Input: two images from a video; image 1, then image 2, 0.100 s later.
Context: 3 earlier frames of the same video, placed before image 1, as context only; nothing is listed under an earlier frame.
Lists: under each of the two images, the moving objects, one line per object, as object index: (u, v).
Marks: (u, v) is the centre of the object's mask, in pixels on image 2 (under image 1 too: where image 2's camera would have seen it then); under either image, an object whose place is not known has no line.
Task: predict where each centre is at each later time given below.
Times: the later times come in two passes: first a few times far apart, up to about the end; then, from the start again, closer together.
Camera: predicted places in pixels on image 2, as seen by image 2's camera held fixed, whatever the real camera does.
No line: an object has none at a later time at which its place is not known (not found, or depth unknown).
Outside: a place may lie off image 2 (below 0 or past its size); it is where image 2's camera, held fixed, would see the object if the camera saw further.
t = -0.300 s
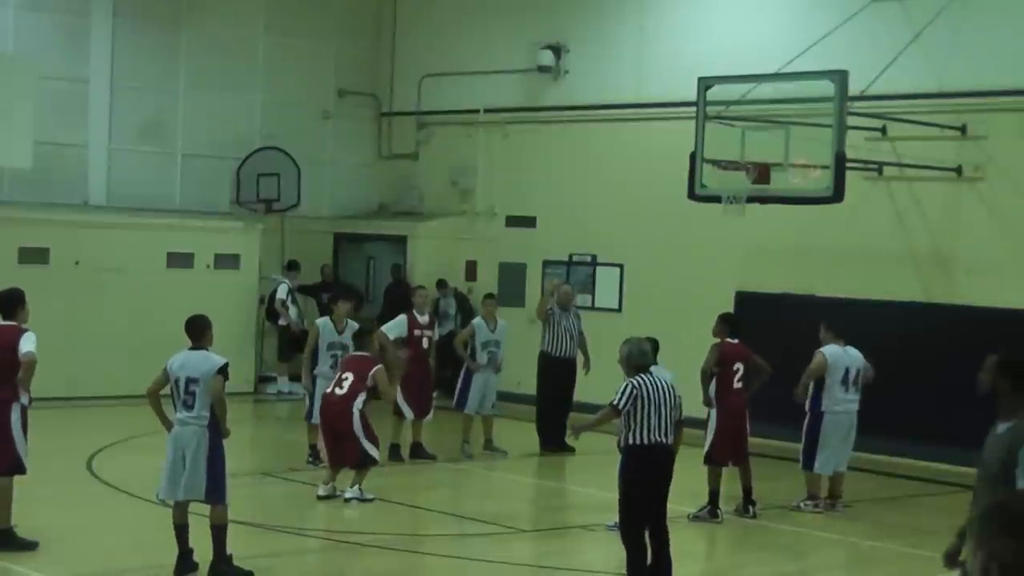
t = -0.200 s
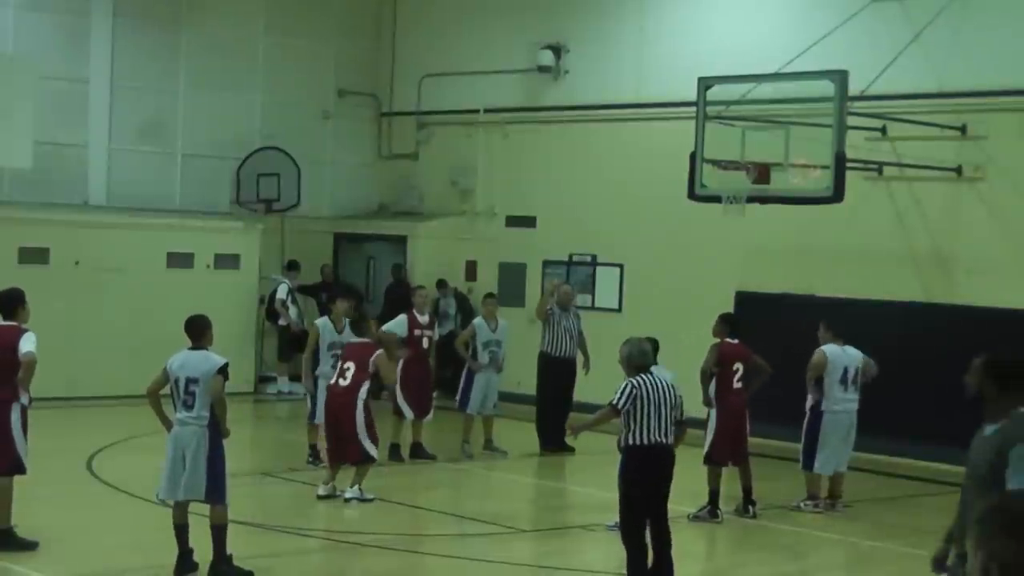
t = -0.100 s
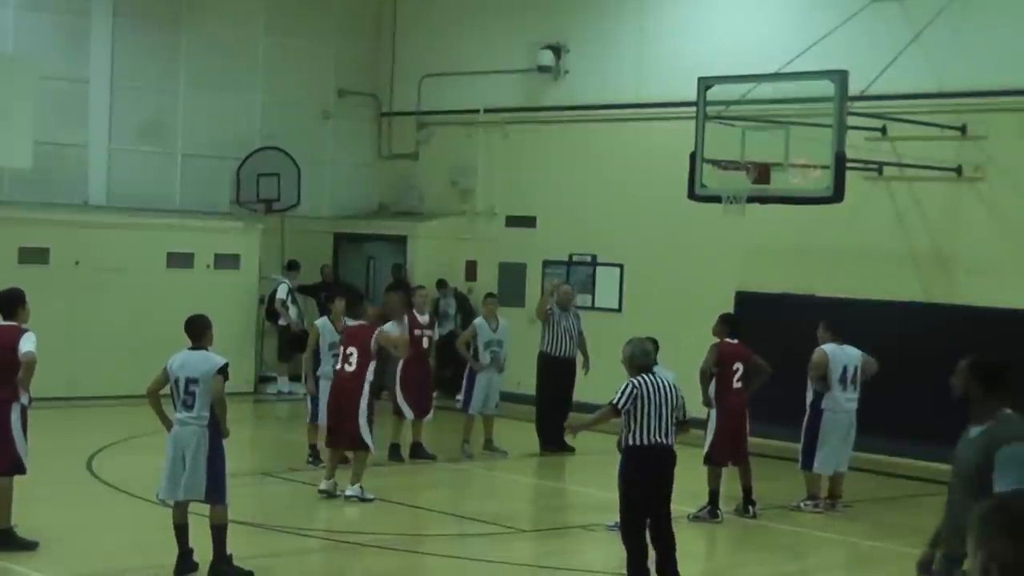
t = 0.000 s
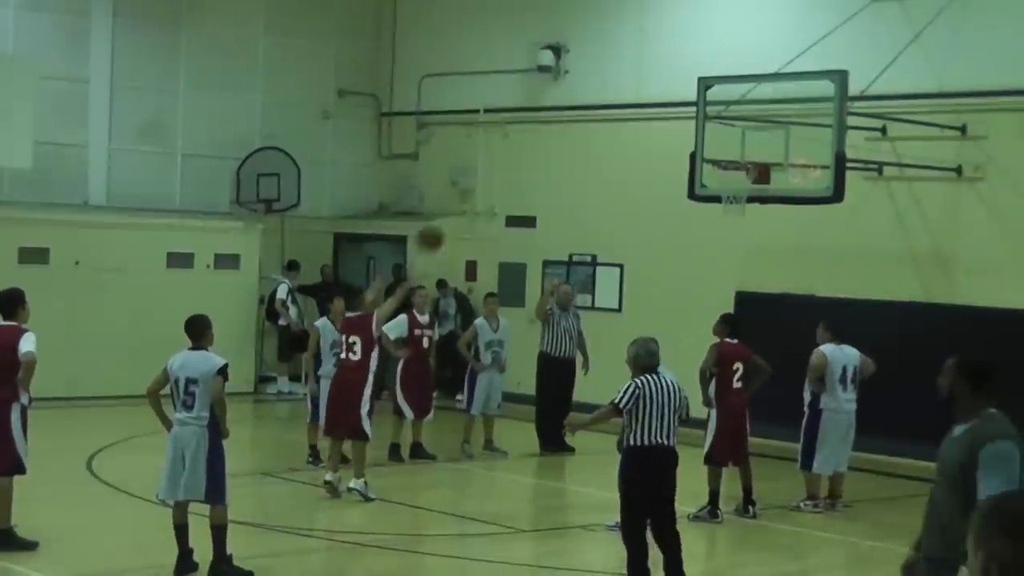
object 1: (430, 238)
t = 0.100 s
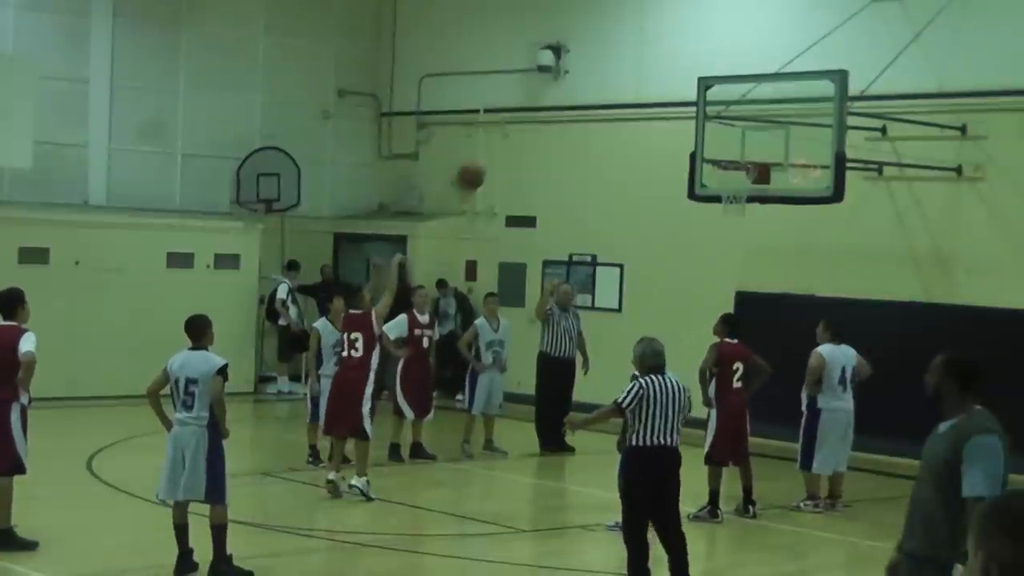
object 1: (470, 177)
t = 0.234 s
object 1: (523, 115)
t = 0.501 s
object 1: (615, 57)
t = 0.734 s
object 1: (687, 71)
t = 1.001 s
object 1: (759, 150)
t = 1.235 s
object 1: (716, 128)
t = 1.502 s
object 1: (659, 161)
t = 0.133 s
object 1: (483, 159)
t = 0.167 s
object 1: (497, 143)
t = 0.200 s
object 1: (510, 128)
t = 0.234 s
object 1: (523, 115)
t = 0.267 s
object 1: (534, 103)
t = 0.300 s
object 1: (547, 93)
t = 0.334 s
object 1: (559, 83)
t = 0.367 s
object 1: (570, 76)
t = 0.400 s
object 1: (582, 69)
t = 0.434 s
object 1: (593, 64)
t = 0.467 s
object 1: (604, 60)
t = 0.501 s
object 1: (615, 57)
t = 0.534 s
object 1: (626, 56)
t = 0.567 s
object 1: (637, 56)
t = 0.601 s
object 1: (647, 56)
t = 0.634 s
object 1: (657, 58)
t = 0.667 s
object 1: (667, 61)
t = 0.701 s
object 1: (677, 66)
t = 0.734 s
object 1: (687, 71)
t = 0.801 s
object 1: (705, 85)
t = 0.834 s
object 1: (715, 93)
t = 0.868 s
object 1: (725, 103)
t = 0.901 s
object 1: (733, 113)
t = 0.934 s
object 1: (742, 124)
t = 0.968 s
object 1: (750, 136)
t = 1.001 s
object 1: (759, 150)
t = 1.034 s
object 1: (754, 151)
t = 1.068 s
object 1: (749, 145)
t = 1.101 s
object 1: (742, 139)
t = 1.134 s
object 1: (736, 135)
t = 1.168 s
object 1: (729, 132)
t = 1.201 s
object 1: (722, 130)
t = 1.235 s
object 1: (716, 128)
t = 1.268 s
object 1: (709, 127)
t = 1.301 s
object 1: (703, 128)
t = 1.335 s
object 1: (695, 131)
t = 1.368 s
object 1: (687, 135)
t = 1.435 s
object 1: (673, 146)
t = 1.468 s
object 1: (666, 153)
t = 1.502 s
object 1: (659, 161)
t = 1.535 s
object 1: (651, 170)
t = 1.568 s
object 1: (643, 181)
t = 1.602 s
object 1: (635, 193)
